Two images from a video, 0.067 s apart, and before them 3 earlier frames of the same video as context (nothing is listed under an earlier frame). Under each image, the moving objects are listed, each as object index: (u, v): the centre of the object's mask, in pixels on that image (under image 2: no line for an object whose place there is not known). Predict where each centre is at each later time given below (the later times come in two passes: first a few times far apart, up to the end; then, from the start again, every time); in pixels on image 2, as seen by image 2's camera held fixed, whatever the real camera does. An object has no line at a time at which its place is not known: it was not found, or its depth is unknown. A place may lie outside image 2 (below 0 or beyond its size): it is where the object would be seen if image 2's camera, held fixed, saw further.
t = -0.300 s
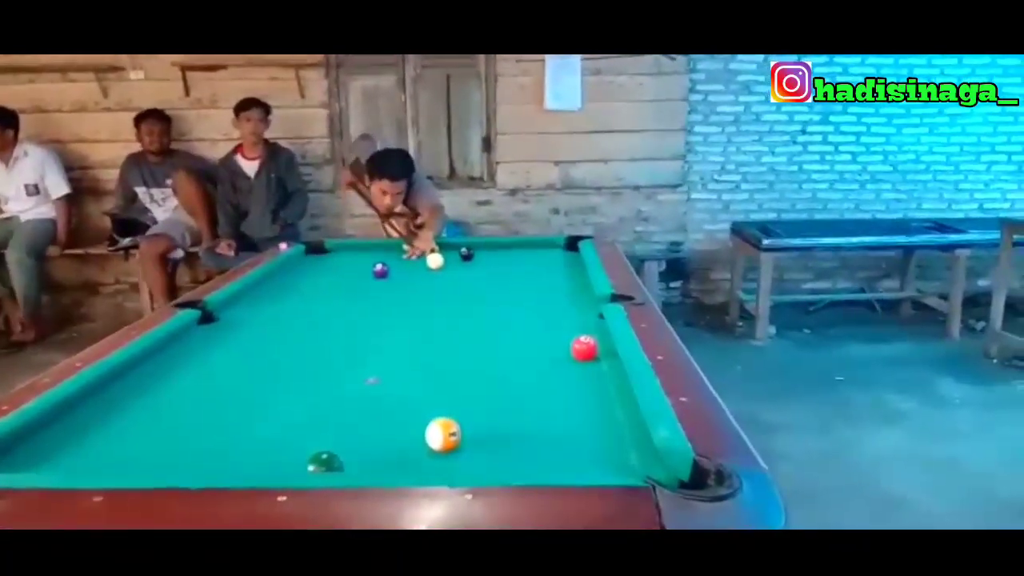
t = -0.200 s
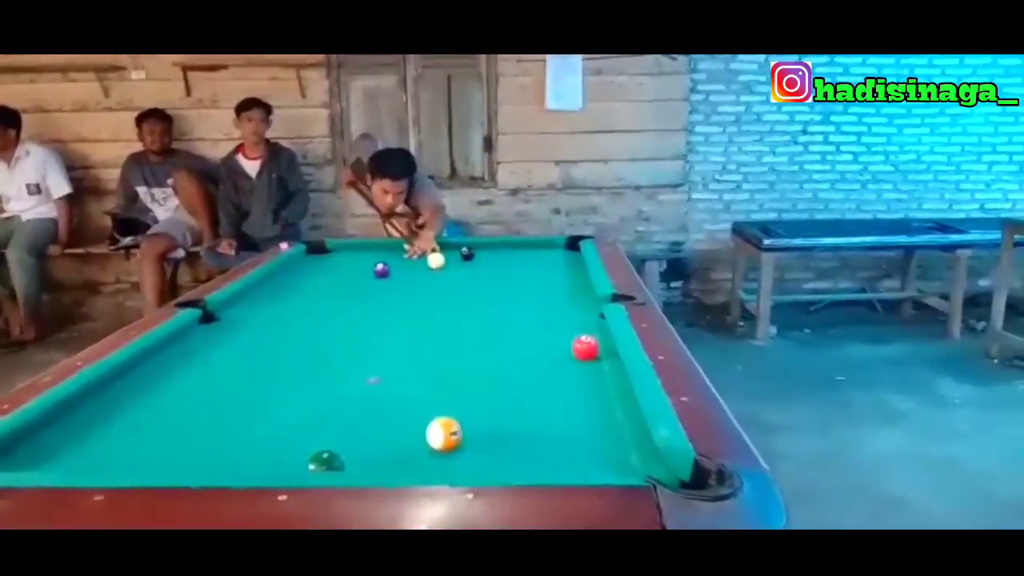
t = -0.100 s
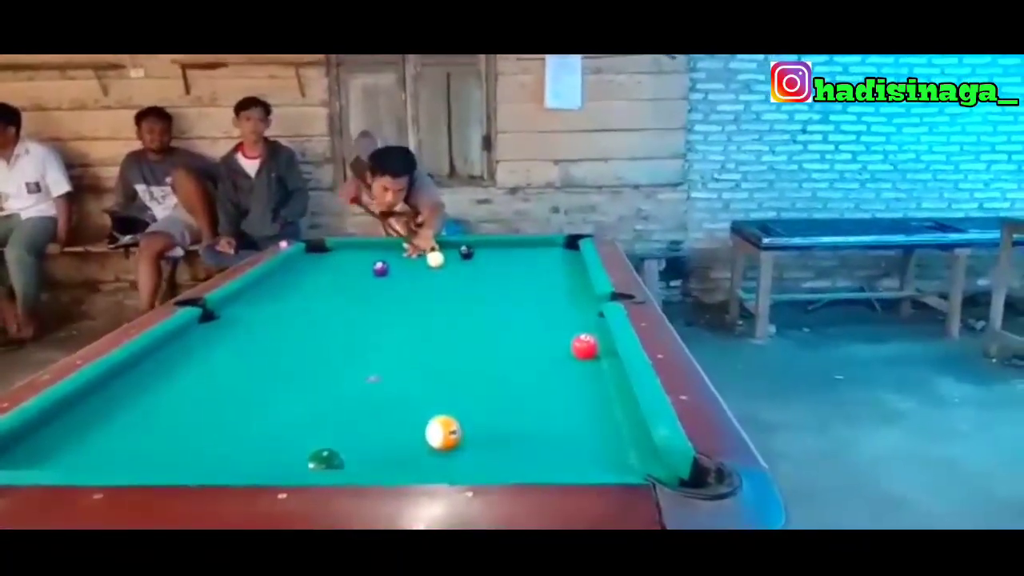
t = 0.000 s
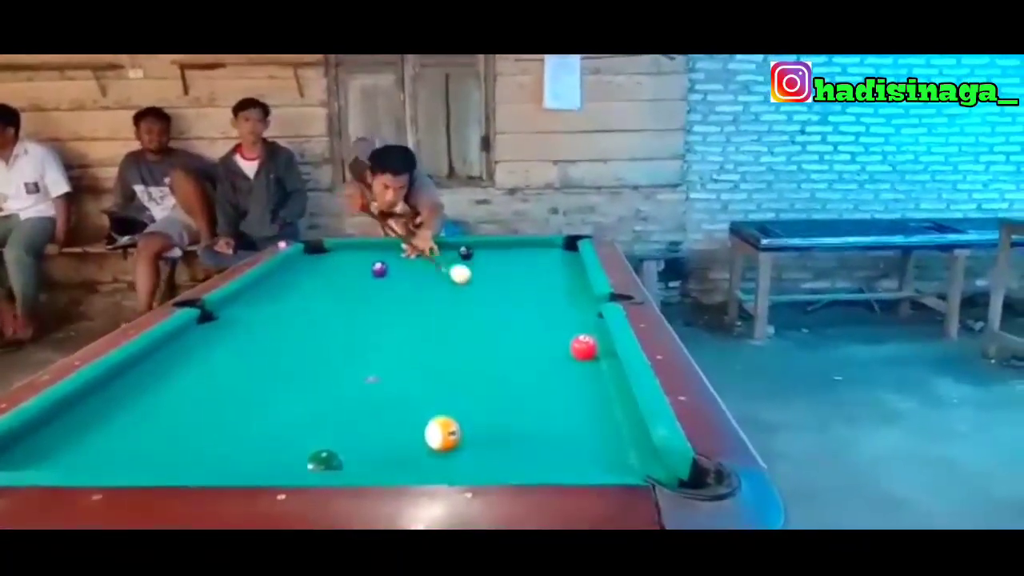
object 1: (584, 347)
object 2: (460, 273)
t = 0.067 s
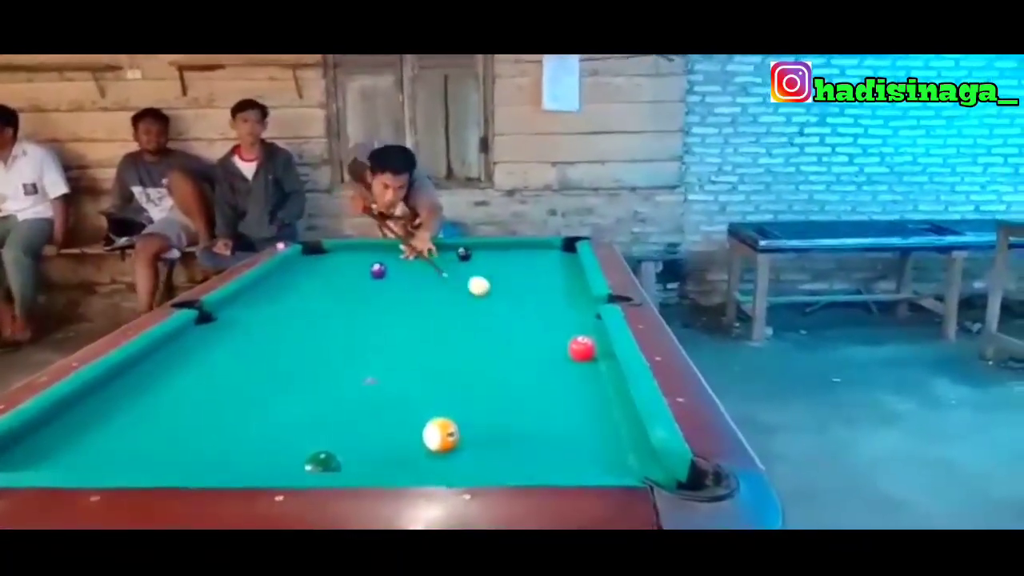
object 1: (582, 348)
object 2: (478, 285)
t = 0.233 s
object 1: (582, 348)
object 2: (531, 313)
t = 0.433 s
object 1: (583, 358)
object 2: (597, 340)
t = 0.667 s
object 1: (589, 399)
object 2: (561, 346)
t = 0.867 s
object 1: (596, 442)
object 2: (531, 351)
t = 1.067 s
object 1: (614, 456)
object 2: (502, 355)
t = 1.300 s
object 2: (471, 361)
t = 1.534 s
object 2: (442, 366)
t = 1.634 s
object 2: (430, 369)
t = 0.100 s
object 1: (582, 348)
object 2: (489, 291)
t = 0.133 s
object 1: (582, 348)
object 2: (499, 297)
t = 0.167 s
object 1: (582, 348)
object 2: (510, 302)
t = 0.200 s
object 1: (582, 348)
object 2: (520, 307)
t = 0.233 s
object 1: (582, 348)
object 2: (531, 313)
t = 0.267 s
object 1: (582, 349)
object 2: (541, 319)
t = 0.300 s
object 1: (583, 349)
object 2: (552, 324)
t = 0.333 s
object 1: (583, 349)
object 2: (562, 330)
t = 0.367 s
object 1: (582, 349)
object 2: (572, 333)
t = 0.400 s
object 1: (583, 351)
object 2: (586, 335)
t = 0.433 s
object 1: (583, 358)
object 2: (597, 340)
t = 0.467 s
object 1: (584, 364)
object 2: (591, 341)
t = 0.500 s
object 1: (584, 370)
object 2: (585, 342)
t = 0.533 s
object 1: (585, 375)
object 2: (580, 343)
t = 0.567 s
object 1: (586, 380)
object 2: (574, 344)
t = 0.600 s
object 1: (586, 386)
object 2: (569, 344)
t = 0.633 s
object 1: (587, 392)
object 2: (565, 345)
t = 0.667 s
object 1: (589, 399)
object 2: (561, 346)
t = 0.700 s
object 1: (590, 405)
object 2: (555, 347)
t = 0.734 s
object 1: (591, 412)
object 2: (550, 348)
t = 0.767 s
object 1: (592, 419)
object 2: (545, 349)
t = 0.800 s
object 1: (593, 426)
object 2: (540, 350)
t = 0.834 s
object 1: (594, 434)
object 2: (535, 351)
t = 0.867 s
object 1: (596, 442)
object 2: (531, 351)
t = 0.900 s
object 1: (597, 450)
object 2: (526, 352)
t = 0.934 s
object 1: (598, 456)
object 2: (521, 352)
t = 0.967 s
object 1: (600, 462)
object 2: (516, 353)
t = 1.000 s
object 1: (604, 462)
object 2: (511, 353)
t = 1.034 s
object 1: (610, 460)
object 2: (507, 354)
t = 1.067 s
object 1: (614, 456)
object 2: (502, 355)
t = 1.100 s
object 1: (620, 452)
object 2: (498, 356)
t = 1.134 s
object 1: (625, 448)
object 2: (493, 357)
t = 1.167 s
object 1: (631, 444)
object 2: (488, 358)
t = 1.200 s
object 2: (484, 358)
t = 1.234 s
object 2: (479, 359)
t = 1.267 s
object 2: (475, 360)
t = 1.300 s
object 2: (471, 361)
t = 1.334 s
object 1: (616, 430)
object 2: (467, 362)
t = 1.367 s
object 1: (613, 428)
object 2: (463, 362)
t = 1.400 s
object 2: (459, 363)
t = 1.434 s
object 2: (454, 364)
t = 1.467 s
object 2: (450, 365)
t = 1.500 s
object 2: (446, 366)
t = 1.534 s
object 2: (442, 366)
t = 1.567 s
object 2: (438, 367)
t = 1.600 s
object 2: (434, 368)
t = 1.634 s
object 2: (430, 369)
